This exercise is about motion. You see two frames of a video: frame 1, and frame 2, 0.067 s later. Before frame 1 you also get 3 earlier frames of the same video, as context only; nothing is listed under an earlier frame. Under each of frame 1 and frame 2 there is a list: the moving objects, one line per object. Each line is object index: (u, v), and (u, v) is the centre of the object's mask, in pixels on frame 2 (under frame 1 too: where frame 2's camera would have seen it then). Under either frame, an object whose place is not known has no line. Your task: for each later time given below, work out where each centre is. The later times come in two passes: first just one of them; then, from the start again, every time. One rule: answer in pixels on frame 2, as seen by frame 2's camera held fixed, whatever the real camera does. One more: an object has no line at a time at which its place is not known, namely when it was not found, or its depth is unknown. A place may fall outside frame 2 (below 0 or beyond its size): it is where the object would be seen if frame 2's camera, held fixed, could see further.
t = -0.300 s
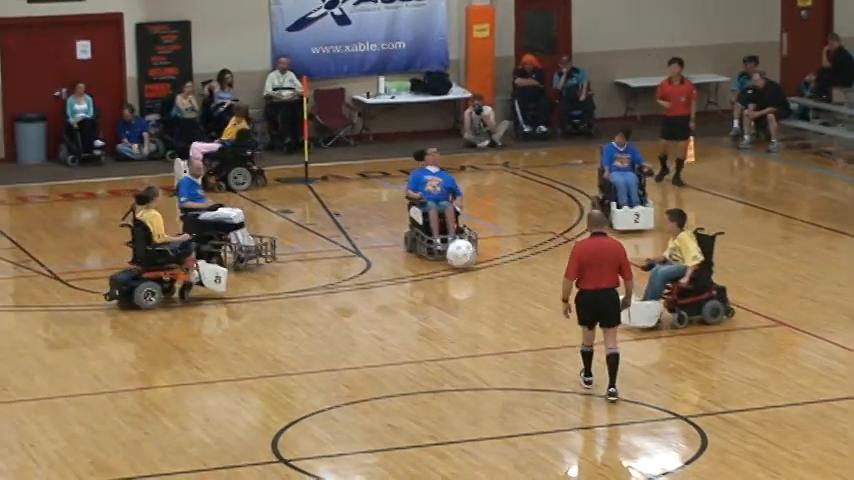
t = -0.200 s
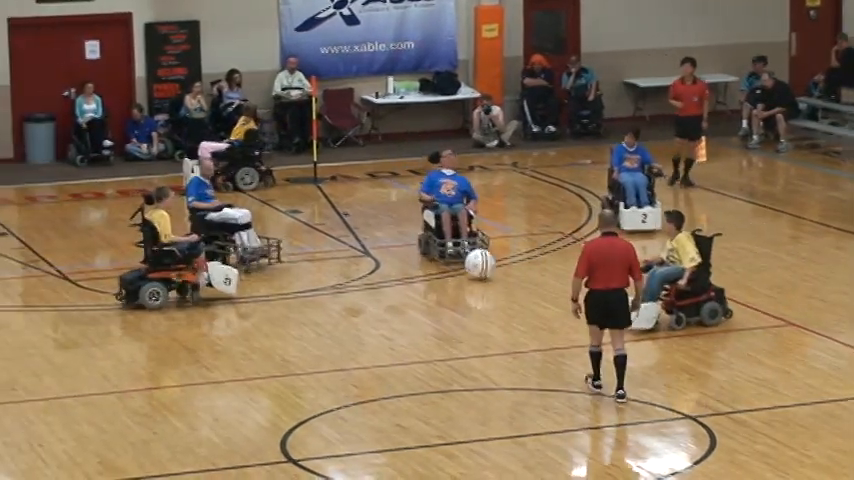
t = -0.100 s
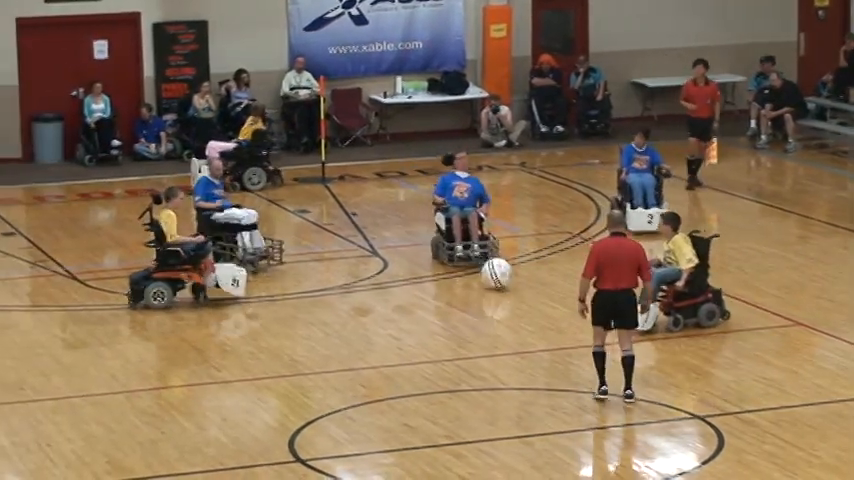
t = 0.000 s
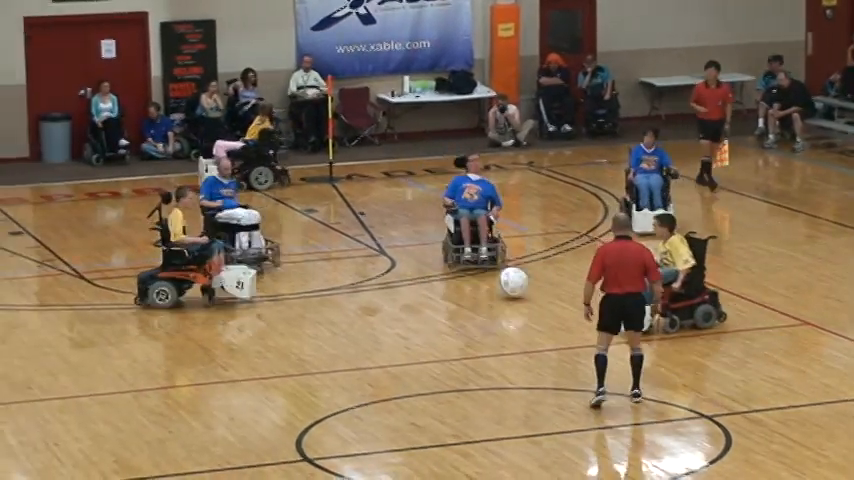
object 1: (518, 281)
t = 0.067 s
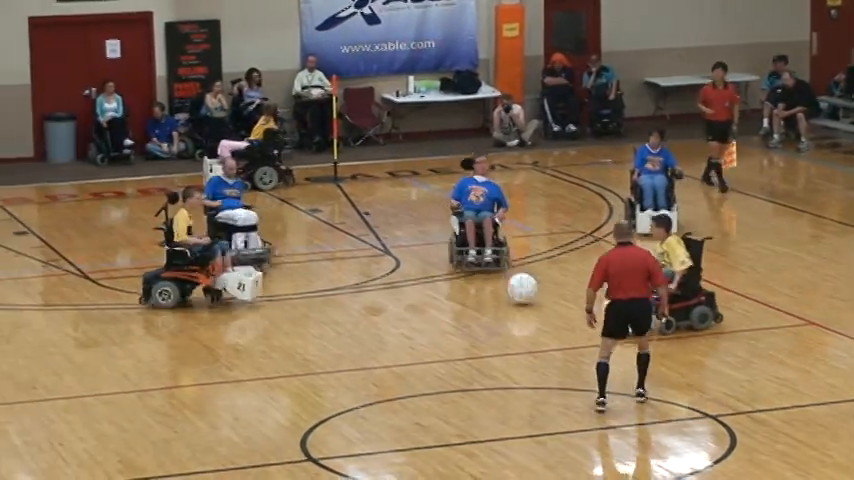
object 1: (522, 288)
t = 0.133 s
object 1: (526, 293)
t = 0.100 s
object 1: (524, 291)
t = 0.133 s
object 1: (526, 293)
